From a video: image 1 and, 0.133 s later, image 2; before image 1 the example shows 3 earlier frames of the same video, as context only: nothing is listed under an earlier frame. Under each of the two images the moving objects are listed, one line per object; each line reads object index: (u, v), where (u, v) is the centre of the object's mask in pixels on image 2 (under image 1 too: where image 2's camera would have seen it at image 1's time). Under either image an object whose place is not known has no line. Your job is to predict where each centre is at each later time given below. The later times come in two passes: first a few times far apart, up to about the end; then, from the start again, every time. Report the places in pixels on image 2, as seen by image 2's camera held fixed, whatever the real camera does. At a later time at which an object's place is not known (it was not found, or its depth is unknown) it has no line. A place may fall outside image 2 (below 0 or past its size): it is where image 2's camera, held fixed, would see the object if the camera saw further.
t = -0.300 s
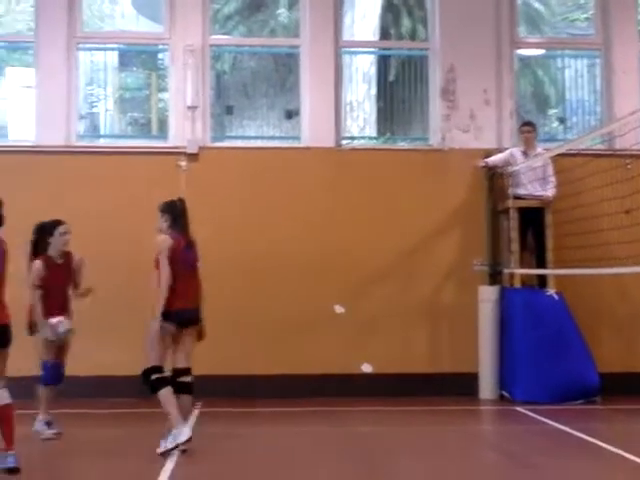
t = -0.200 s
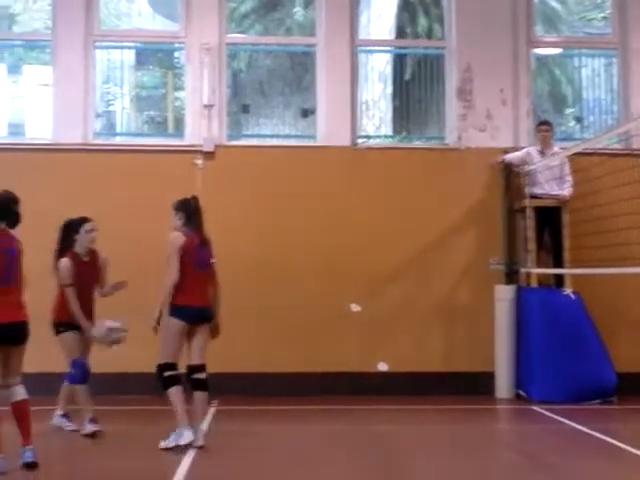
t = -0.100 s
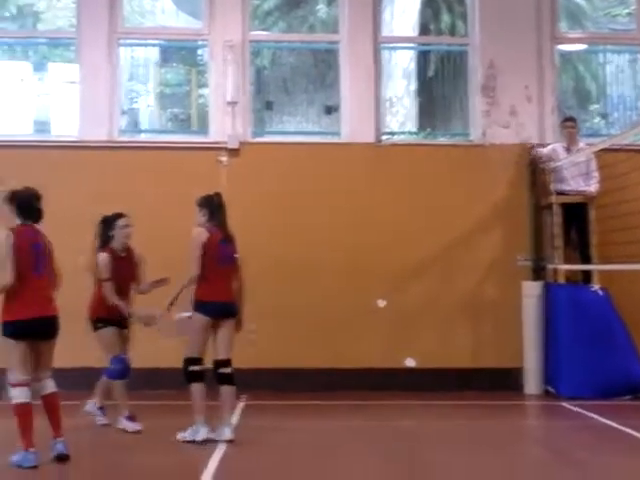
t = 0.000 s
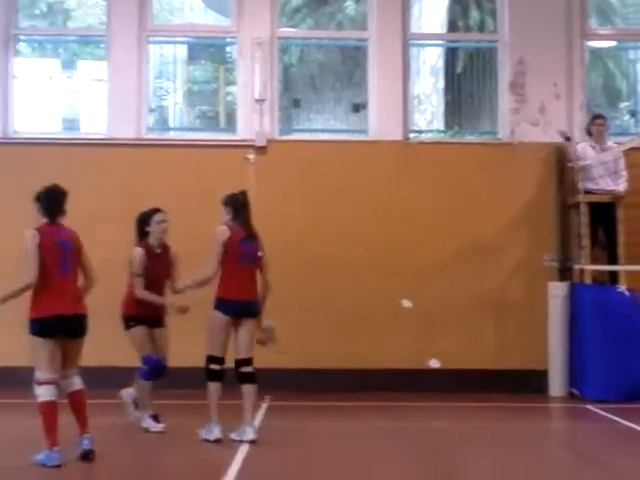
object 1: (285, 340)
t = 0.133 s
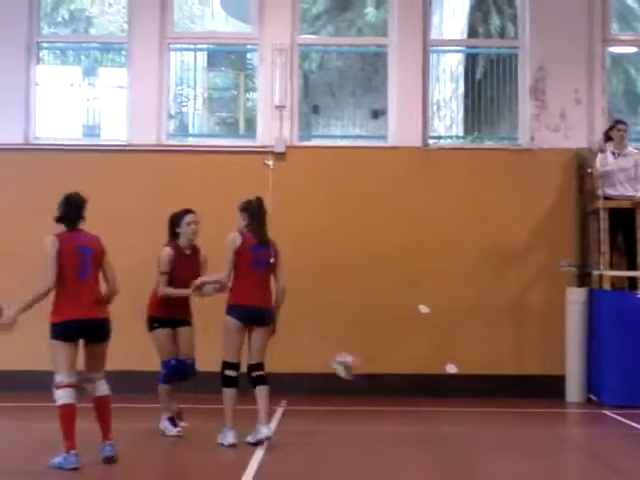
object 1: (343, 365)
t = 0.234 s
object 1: (390, 401)
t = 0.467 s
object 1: (471, 362)
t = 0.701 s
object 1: (545, 356)
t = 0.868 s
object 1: (595, 394)
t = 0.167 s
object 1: (360, 377)
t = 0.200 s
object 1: (374, 389)
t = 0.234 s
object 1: (390, 401)
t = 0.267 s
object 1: (405, 417)
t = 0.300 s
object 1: (419, 403)
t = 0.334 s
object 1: (430, 392)
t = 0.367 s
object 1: (444, 382)
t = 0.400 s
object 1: (451, 376)
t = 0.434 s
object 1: (460, 369)
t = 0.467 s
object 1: (471, 362)
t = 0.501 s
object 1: (482, 358)
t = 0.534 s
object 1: (493, 353)
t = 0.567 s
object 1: (502, 353)
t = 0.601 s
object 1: (514, 352)
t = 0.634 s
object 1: (525, 353)
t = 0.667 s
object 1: (533, 356)
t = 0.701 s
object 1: (545, 356)
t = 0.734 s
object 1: (554, 365)
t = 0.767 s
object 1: (566, 371)
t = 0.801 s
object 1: (576, 379)
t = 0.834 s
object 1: (588, 389)
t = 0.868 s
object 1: (595, 394)
